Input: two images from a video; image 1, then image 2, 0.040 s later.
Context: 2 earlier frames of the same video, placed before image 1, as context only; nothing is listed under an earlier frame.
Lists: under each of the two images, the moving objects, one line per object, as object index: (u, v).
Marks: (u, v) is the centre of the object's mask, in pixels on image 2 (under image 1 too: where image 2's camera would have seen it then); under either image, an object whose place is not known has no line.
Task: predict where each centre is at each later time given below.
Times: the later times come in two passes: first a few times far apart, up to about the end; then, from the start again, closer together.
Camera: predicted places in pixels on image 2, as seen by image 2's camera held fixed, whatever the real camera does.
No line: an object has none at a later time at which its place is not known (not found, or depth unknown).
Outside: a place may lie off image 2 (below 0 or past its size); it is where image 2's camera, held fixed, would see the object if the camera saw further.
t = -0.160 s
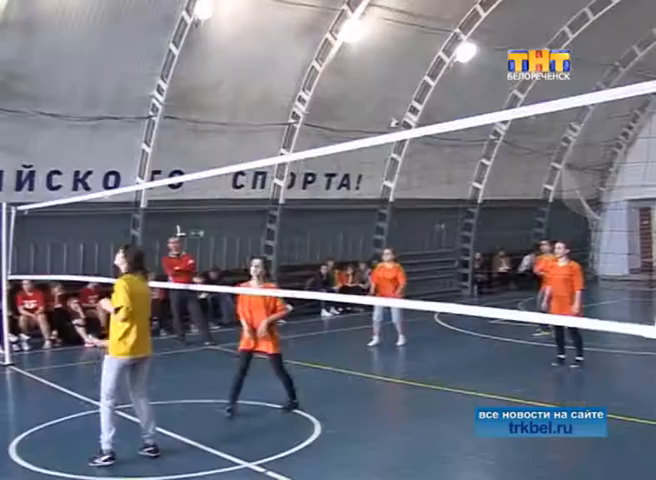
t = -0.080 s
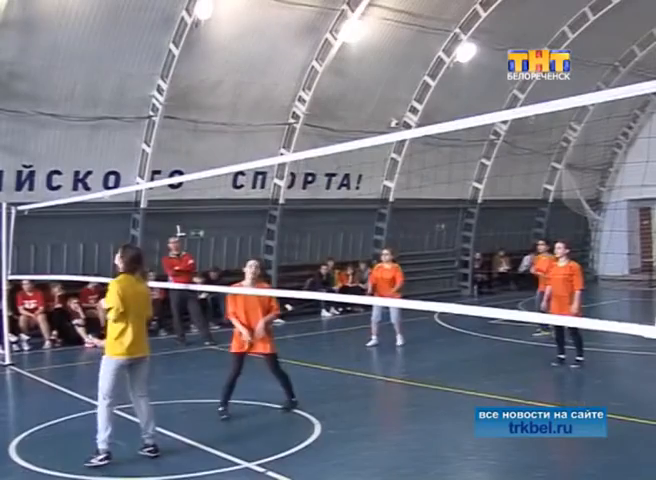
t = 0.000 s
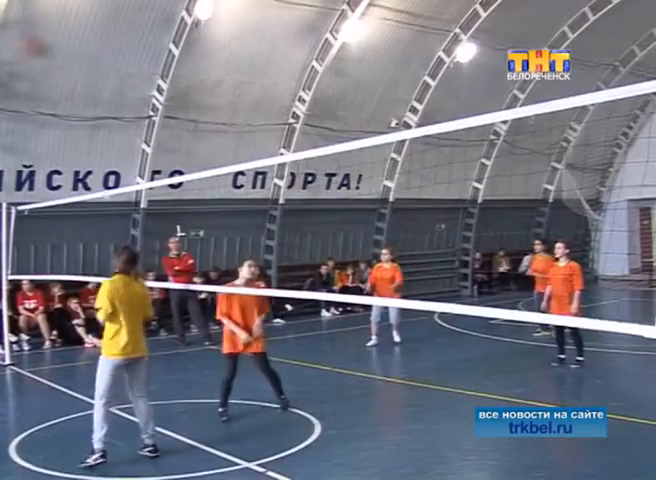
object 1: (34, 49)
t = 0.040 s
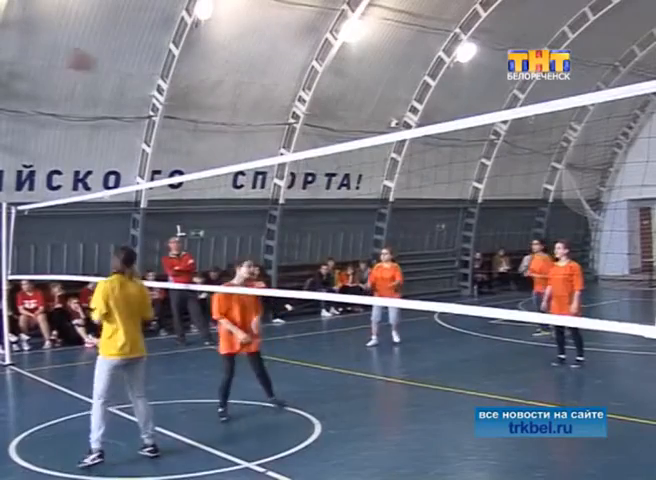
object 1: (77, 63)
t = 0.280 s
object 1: (272, 150)
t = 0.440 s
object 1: (353, 213)
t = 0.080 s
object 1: (117, 77)
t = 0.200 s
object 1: (220, 121)
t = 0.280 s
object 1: (272, 150)
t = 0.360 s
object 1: (313, 183)
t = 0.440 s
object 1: (353, 213)
